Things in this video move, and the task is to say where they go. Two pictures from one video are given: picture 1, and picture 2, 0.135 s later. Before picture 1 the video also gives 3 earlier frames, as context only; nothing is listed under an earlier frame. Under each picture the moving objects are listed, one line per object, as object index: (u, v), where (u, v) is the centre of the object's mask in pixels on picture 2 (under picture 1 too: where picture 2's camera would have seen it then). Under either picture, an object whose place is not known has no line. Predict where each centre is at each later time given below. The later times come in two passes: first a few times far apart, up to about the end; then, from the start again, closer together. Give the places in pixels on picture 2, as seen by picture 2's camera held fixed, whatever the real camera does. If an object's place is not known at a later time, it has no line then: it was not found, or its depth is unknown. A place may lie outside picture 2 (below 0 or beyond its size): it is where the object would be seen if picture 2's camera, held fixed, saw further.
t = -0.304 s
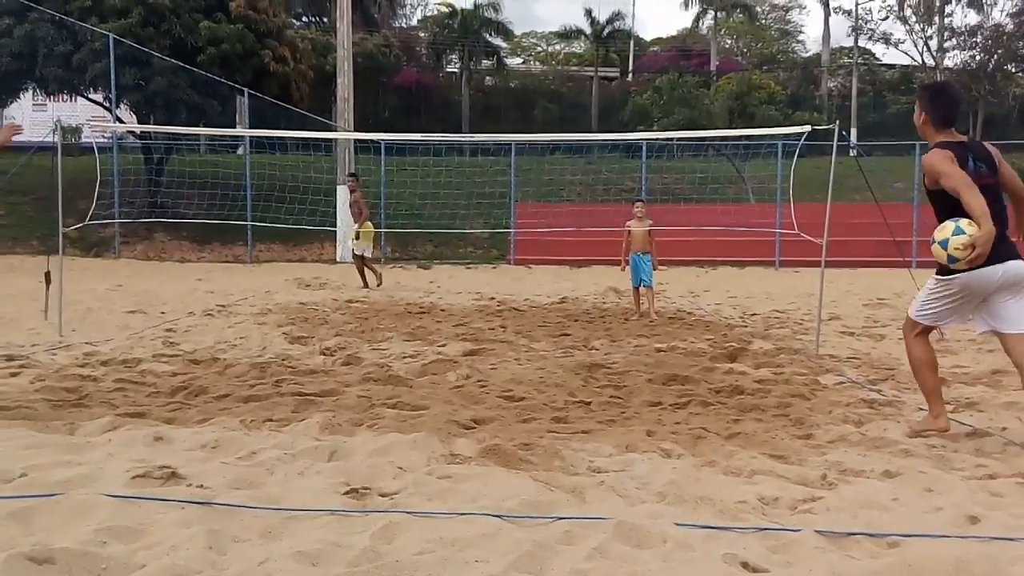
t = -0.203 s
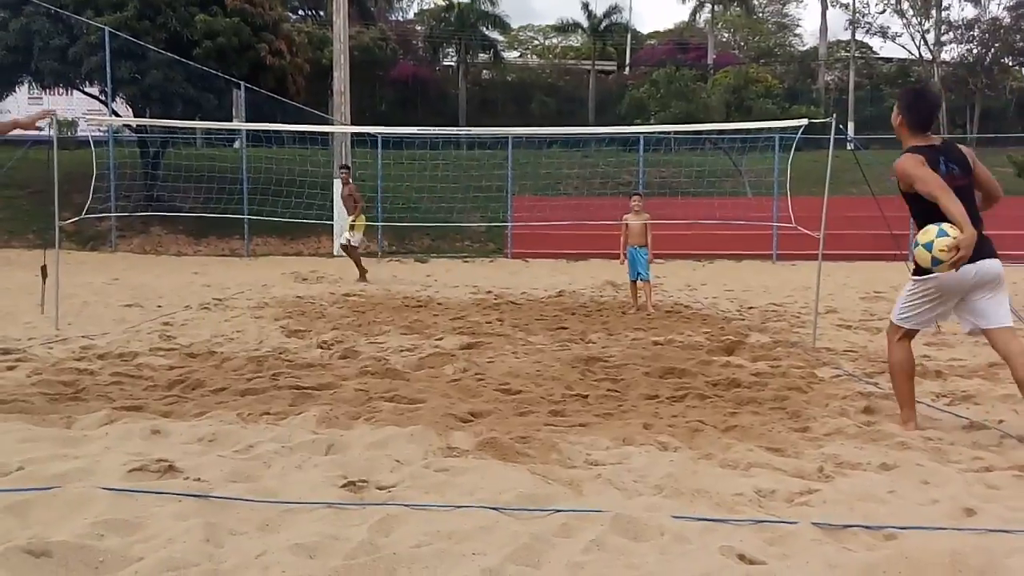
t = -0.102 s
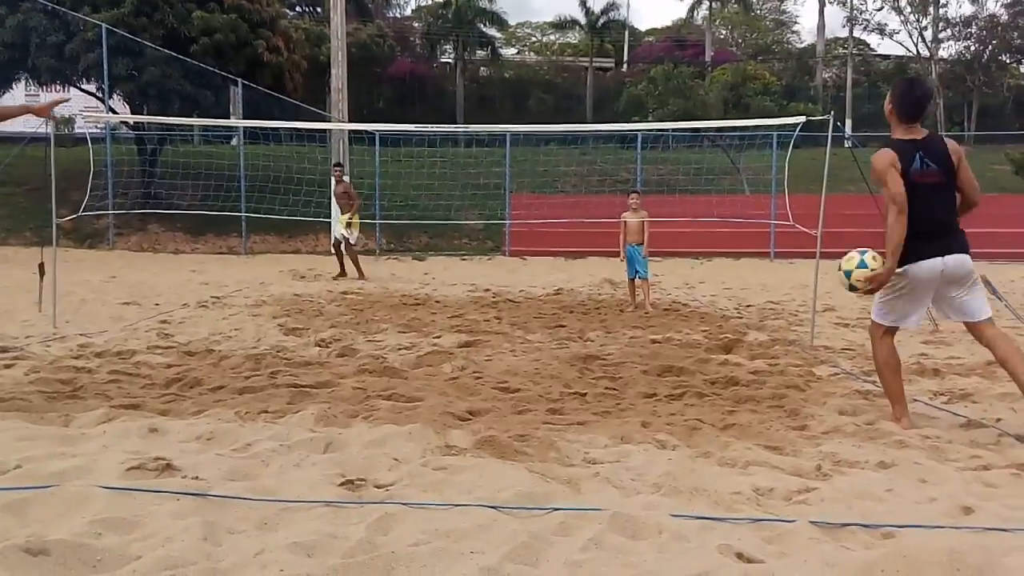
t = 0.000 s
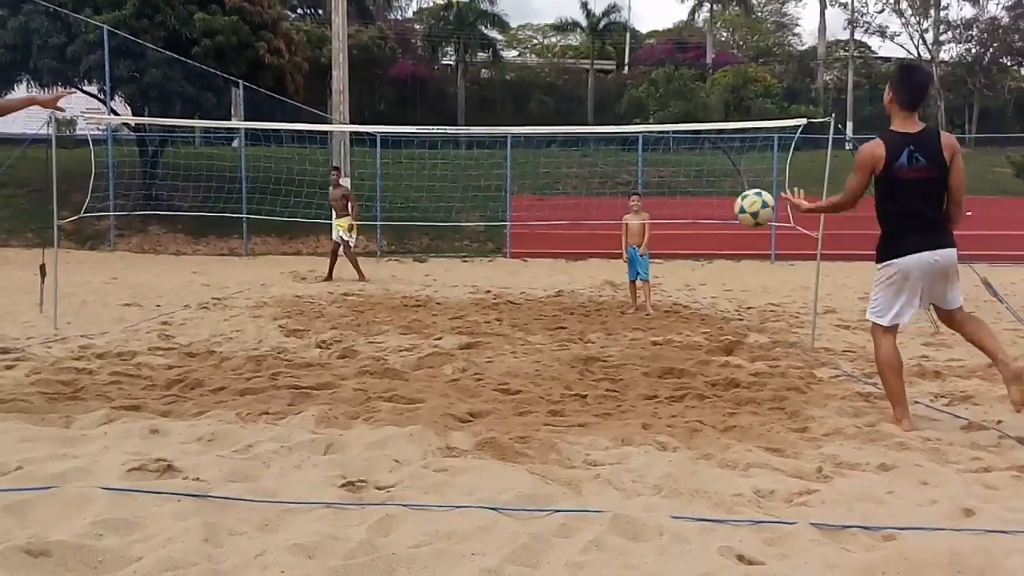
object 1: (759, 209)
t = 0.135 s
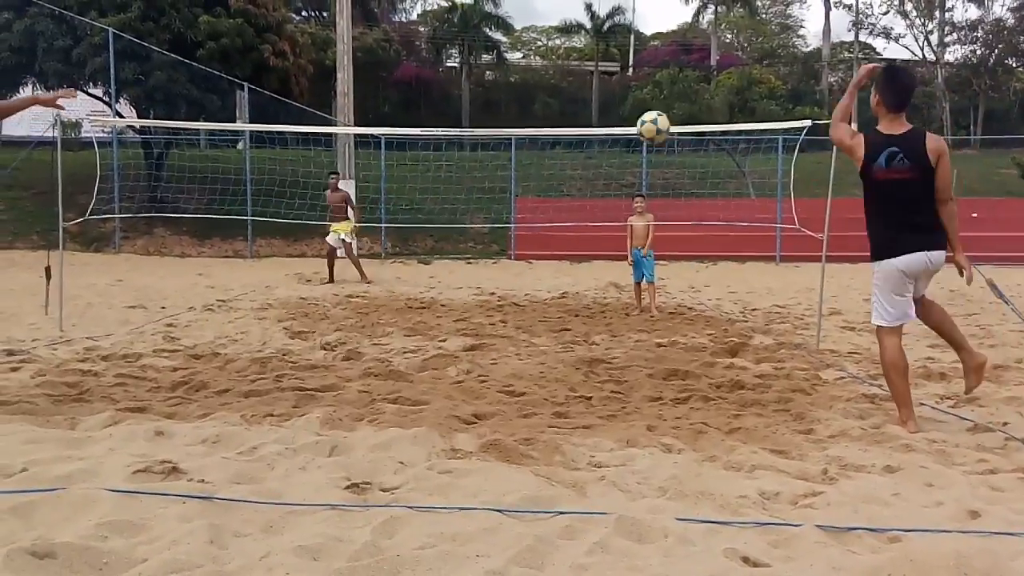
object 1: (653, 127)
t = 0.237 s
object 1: (594, 97)
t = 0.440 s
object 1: (508, 89)
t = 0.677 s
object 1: (441, 132)
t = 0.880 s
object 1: (402, 198)
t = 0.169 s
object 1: (632, 114)
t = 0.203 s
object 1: (612, 104)
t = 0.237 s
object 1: (594, 97)
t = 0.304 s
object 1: (562, 87)
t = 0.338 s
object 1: (547, 86)
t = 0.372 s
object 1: (533, 85)
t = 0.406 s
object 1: (520, 87)
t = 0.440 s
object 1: (508, 89)
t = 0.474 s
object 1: (497, 92)
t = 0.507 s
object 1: (486, 97)
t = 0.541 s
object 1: (476, 103)
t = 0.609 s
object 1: (458, 116)
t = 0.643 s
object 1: (449, 122)
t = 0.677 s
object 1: (441, 132)
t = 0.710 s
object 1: (433, 142)
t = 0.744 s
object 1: (426, 152)
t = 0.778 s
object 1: (420, 163)
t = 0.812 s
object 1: (413, 174)
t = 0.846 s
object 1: (407, 186)
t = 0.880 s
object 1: (402, 198)
